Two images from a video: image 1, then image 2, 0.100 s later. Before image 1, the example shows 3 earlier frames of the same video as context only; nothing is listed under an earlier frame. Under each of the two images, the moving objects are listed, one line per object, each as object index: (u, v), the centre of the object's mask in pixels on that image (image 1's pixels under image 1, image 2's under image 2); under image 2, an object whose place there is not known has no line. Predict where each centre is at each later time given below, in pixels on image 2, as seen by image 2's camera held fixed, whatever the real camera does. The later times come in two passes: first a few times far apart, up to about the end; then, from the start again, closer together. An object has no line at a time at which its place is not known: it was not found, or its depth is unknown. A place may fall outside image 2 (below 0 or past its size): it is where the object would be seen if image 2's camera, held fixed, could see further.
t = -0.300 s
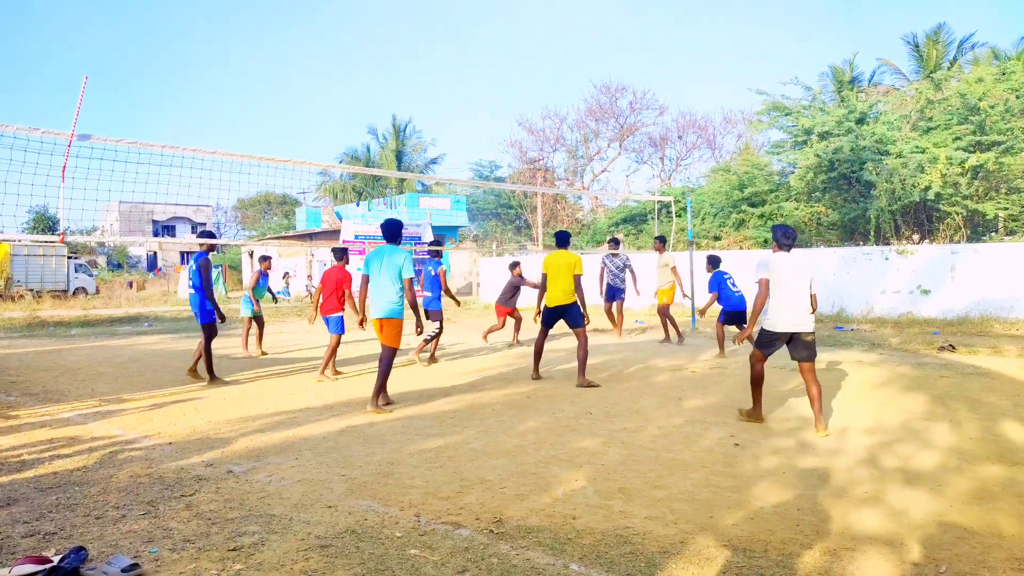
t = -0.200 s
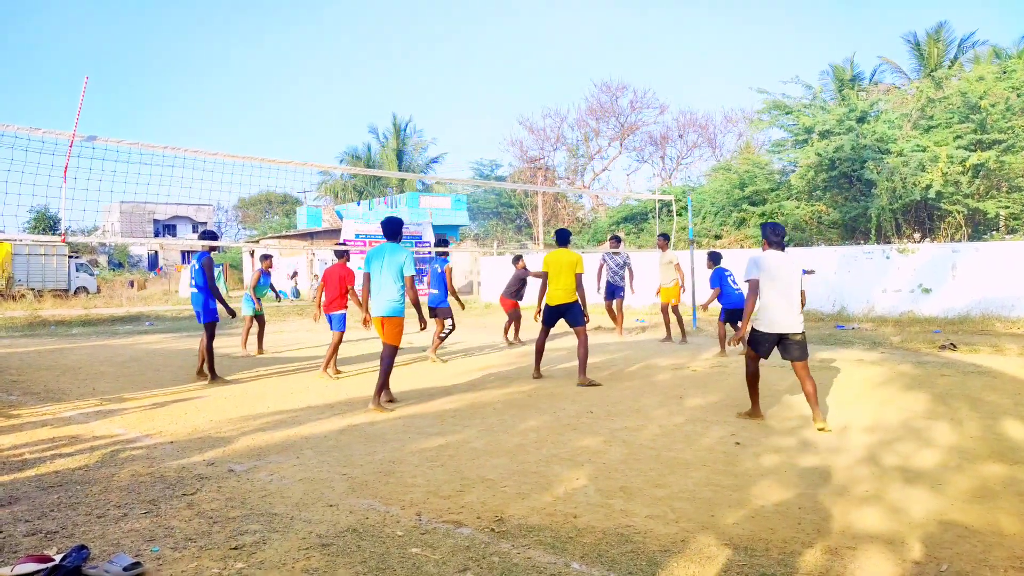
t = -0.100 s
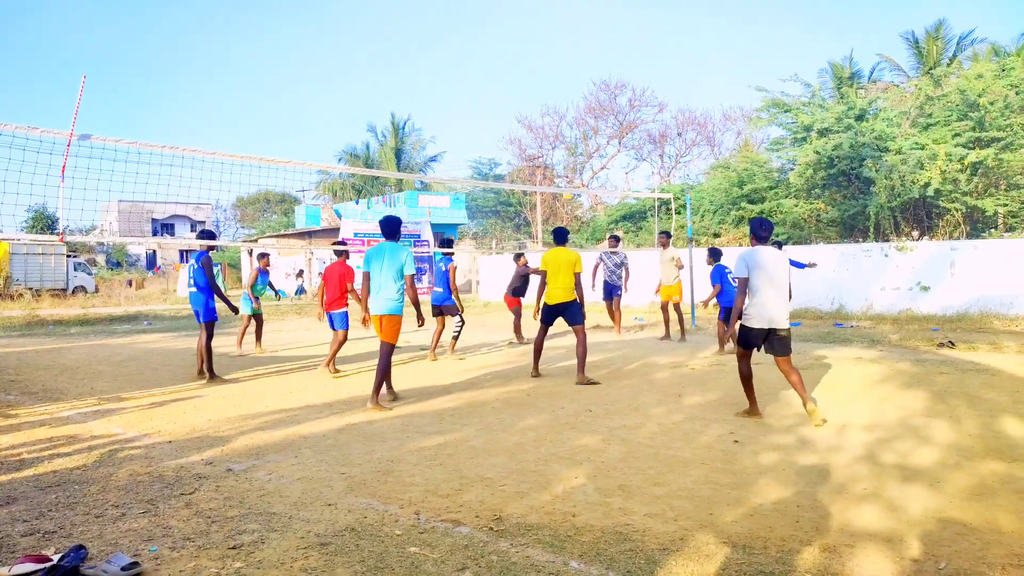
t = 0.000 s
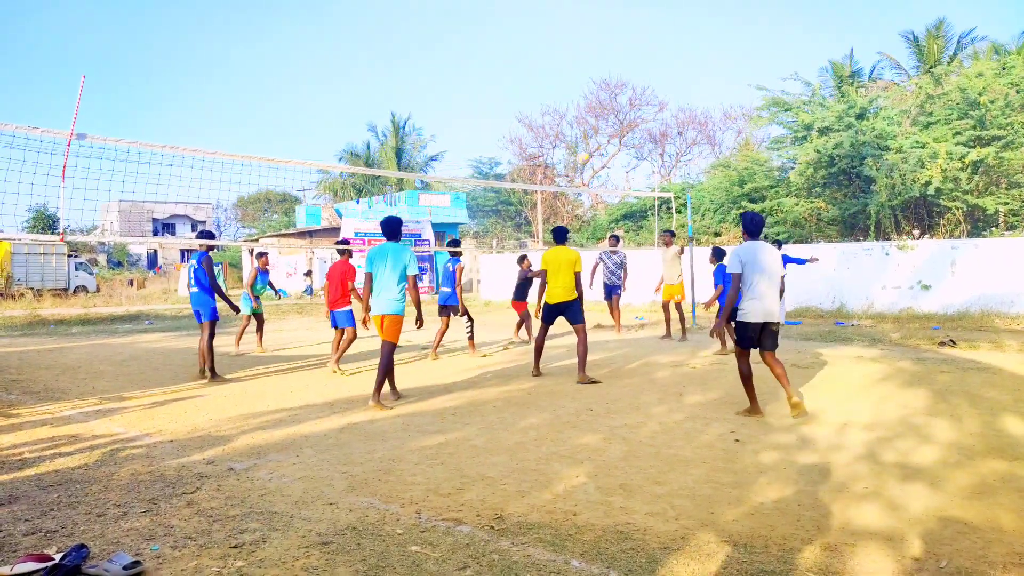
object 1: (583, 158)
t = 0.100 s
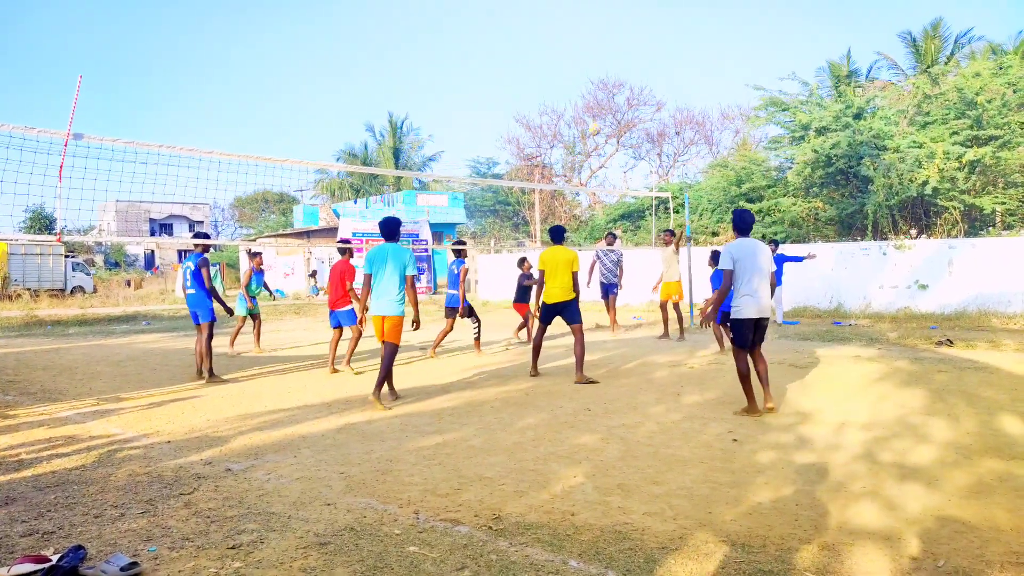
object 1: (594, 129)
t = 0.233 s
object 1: (613, 99)
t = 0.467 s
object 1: (647, 70)
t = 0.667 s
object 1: (678, 72)
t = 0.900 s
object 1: (715, 107)
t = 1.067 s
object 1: (742, 154)
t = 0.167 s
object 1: (604, 112)
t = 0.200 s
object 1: (609, 105)
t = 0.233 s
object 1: (613, 99)
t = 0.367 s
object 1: (632, 78)
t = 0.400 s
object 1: (637, 74)
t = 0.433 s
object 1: (642, 72)
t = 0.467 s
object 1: (647, 70)
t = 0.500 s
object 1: (652, 69)
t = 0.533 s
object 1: (657, 68)
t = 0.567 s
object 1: (662, 68)
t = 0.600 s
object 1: (667, 69)
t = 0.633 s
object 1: (673, 70)
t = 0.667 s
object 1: (678, 72)
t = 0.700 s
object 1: (683, 75)
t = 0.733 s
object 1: (688, 79)
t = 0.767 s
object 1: (693, 83)
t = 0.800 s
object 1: (699, 87)
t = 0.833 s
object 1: (704, 93)
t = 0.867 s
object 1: (709, 100)
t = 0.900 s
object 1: (715, 107)
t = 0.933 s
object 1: (720, 115)
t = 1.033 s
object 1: (737, 144)
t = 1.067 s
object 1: (742, 154)
